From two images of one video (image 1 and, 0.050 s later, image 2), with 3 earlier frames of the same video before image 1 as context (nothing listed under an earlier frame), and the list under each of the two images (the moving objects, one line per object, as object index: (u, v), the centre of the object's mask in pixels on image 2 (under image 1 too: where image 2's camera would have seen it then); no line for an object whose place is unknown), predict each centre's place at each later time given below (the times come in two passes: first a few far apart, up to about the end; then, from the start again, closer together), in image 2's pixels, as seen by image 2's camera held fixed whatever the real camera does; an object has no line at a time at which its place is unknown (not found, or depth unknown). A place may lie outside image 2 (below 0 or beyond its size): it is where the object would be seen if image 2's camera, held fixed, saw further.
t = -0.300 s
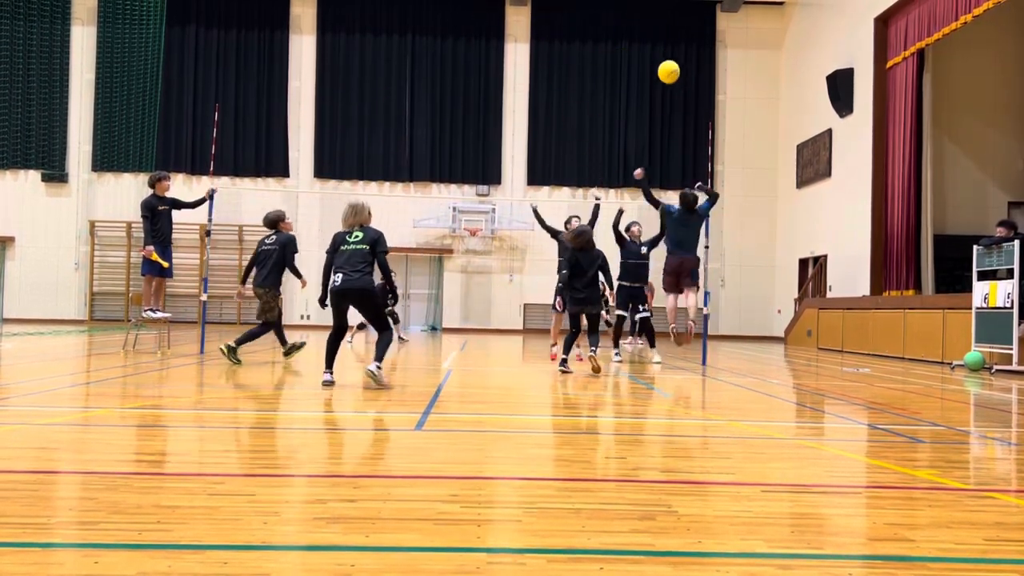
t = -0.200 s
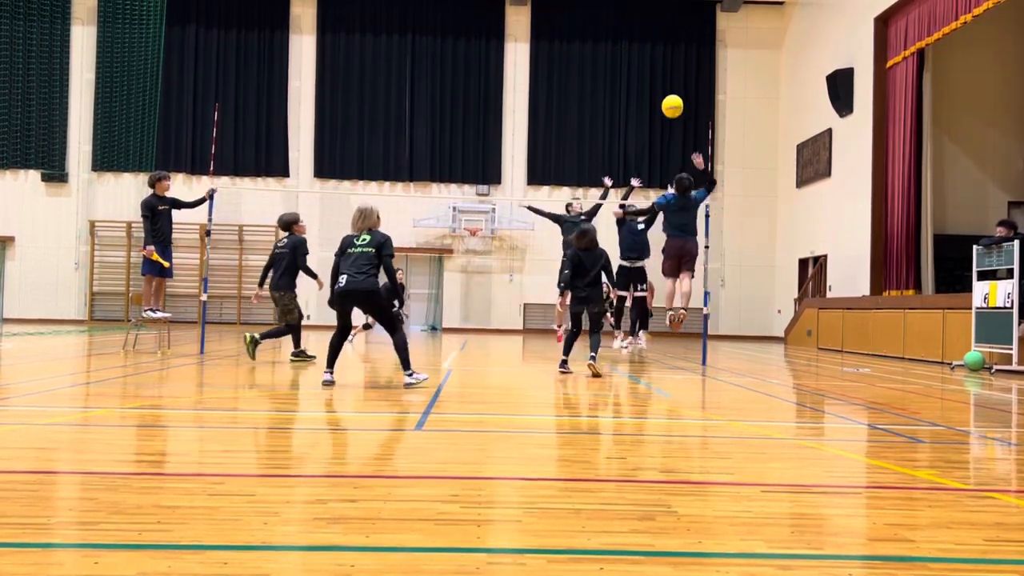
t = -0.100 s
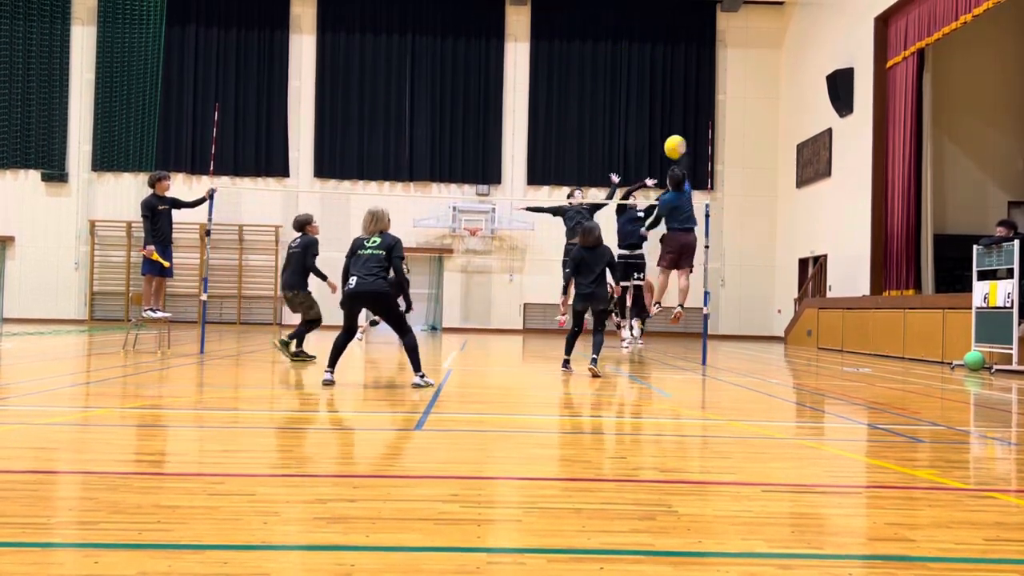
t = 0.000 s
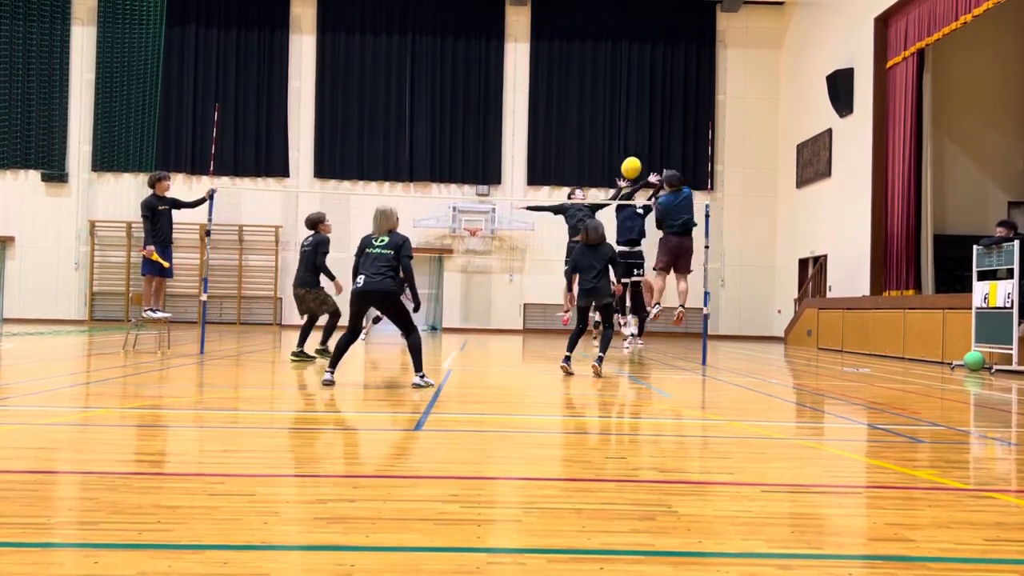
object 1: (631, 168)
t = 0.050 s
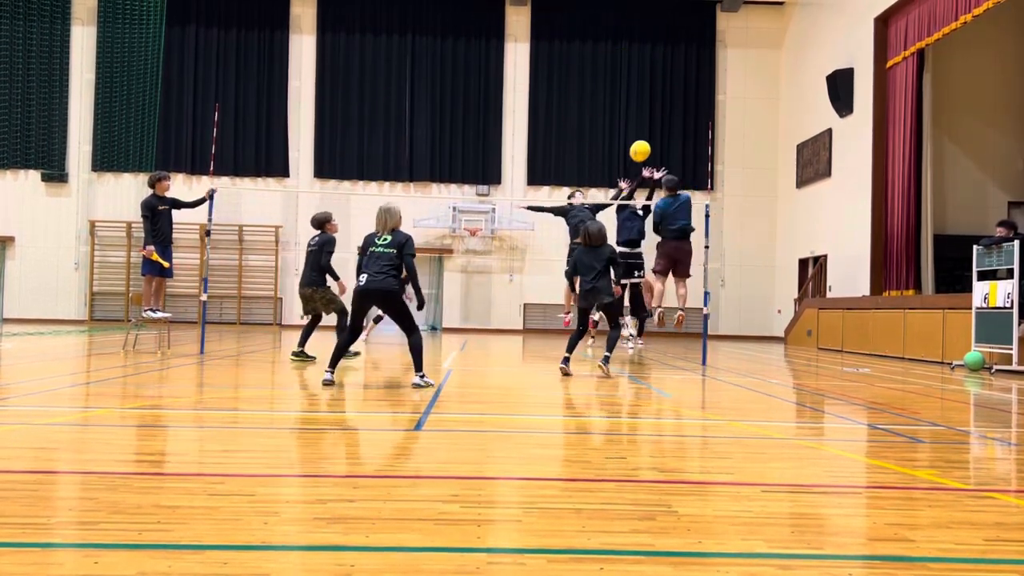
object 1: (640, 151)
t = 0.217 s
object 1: (669, 108)
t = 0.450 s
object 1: (706, 83)
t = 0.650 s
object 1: (738, 94)
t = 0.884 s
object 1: (770, 148)
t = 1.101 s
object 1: (800, 234)
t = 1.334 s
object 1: (837, 362)
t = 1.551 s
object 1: (832, 300)
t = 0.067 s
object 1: (642, 146)
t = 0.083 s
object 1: (646, 141)
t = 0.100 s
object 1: (649, 136)
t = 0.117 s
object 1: (652, 132)
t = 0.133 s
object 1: (655, 127)
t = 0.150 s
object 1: (658, 123)
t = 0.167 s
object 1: (660, 119)
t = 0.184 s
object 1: (663, 115)
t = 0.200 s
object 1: (666, 111)
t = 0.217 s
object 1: (669, 108)
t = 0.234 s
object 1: (672, 105)
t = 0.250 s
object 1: (674, 102)
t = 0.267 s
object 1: (677, 99)
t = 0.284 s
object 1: (680, 97)
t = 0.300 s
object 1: (683, 94)
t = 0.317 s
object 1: (685, 92)
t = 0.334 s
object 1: (688, 90)
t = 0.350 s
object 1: (690, 88)
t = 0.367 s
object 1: (693, 87)
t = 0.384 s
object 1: (695, 86)
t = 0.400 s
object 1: (698, 84)
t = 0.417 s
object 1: (701, 84)
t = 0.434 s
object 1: (703, 83)
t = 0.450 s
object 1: (706, 83)
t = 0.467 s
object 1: (709, 82)
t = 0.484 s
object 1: (713, 82)
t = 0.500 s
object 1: (716, 82)
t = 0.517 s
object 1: (718, 83)
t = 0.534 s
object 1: (721, 83)
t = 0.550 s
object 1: (723, 84)
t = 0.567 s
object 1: (726, 86)
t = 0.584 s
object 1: (728, 87)
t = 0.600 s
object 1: (731, 88)
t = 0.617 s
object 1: (734, 90)
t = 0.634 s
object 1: (736, 92)
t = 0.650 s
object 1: (738, 94)
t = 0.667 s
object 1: (740, 96)
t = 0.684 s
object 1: (743, 99)
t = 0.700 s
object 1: (745, 102)
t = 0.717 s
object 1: (747, 106)
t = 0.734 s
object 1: (749, 109)
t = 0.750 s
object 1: (752, 113)
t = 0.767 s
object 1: (754, 116)
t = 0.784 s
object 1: (757, 120)
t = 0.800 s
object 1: (759, 124)
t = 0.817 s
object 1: (761, 128)
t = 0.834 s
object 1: (763, 133)
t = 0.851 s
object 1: (765, 138)
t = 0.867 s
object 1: (768, 143)
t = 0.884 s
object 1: (770, 148)
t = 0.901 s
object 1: (772, 153)
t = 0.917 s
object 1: (775, 160)
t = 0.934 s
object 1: (777, 165)
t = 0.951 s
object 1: (779, 171)
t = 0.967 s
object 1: (782, 177)
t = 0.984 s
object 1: (784, 183)
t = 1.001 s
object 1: (786, 190)
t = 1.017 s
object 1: (788, 197)
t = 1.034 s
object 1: (791, 204)
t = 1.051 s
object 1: (793, 211)
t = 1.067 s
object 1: (796, 218)
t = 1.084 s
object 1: (798, 226)
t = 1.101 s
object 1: (800, 234)
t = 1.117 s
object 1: (803, 241)
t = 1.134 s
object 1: (806, 250)
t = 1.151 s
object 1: (808, 258)
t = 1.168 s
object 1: (810, 267)
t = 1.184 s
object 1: (813, 275)
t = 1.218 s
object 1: (818, 293)
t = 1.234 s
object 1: (820, 302)
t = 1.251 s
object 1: (823, 312)
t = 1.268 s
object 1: (826, 321)
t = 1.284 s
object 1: (828, 330)
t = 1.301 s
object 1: (831, 341)
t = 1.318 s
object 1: (834, 350)
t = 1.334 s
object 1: (837, 362)
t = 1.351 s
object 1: (837, 363)
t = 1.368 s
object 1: (836, 356)
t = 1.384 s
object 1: (836, 350)
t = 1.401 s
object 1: (836, 344)
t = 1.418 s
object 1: (835, 338)
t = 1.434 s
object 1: (835, 333)
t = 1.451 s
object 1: (834, 327)
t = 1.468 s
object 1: (834, 322)
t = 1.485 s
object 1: (833, 317)
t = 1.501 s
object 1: (833, 312)
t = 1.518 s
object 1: (833, 308)
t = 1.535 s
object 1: (833, 304)
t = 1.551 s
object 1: (832, 300)
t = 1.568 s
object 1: (832, 296)
